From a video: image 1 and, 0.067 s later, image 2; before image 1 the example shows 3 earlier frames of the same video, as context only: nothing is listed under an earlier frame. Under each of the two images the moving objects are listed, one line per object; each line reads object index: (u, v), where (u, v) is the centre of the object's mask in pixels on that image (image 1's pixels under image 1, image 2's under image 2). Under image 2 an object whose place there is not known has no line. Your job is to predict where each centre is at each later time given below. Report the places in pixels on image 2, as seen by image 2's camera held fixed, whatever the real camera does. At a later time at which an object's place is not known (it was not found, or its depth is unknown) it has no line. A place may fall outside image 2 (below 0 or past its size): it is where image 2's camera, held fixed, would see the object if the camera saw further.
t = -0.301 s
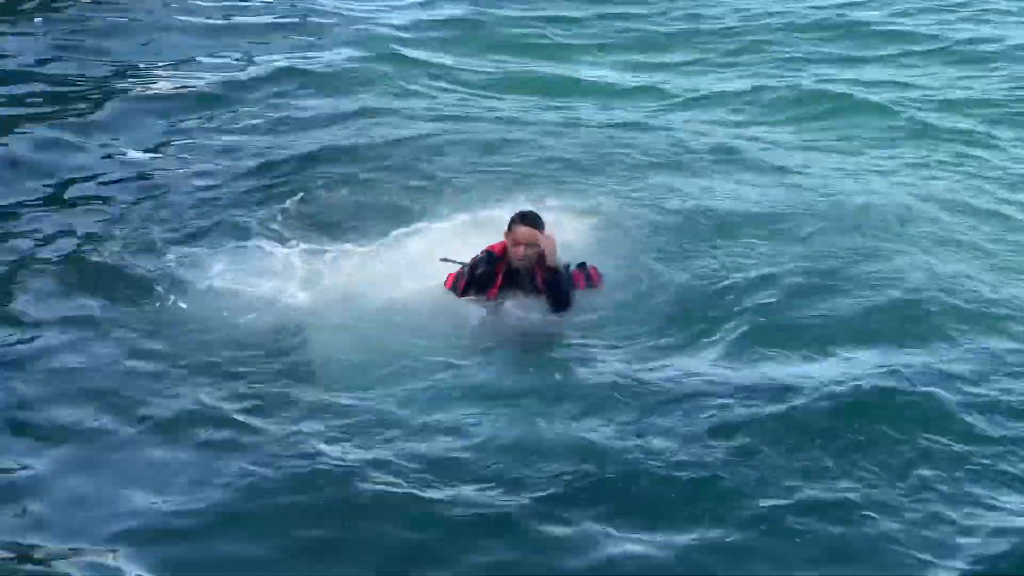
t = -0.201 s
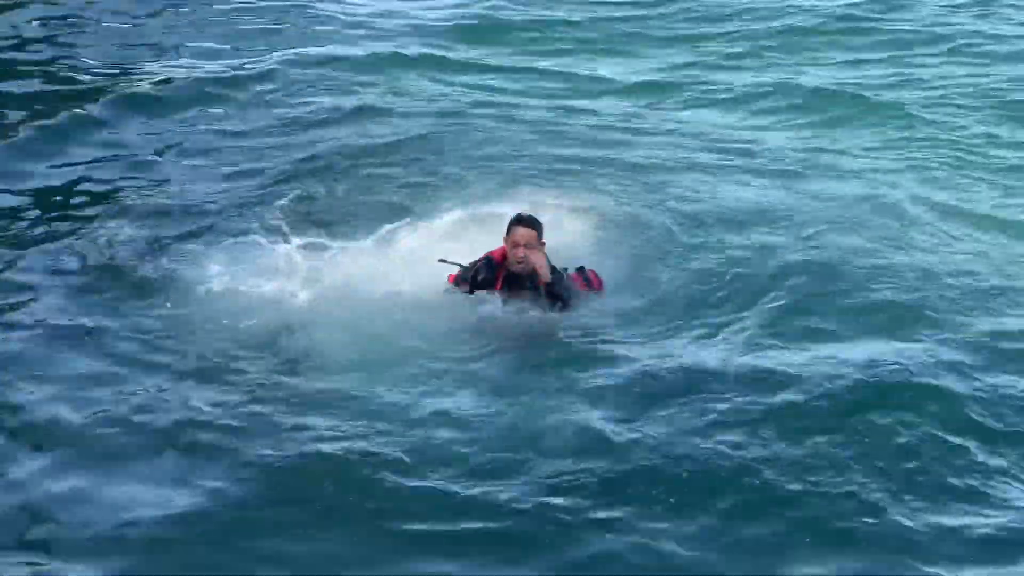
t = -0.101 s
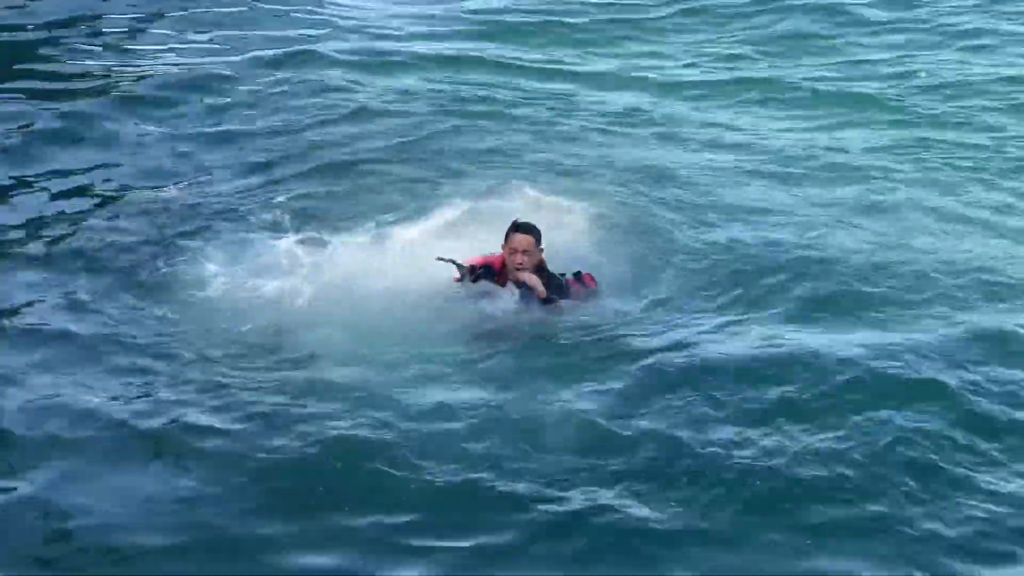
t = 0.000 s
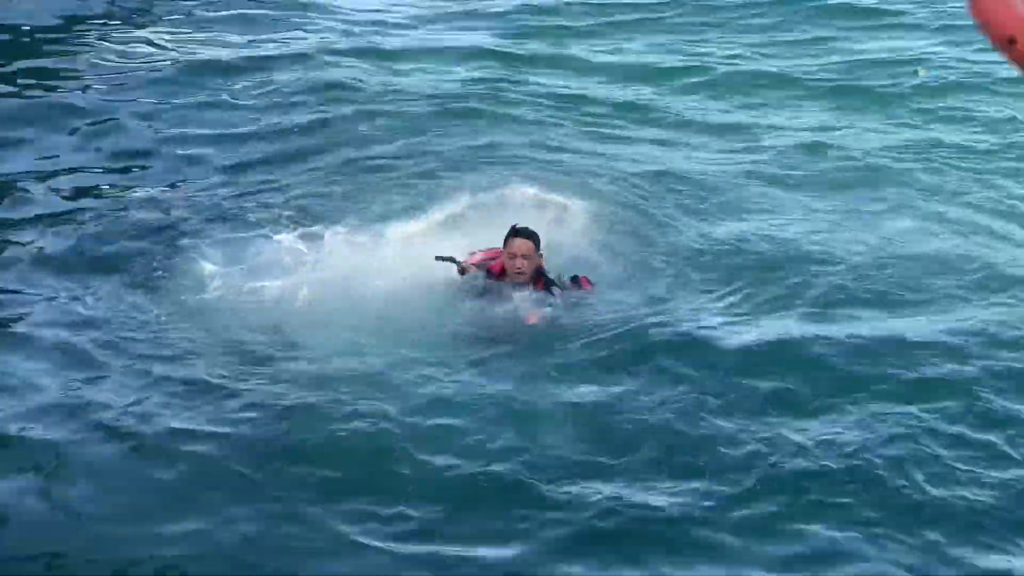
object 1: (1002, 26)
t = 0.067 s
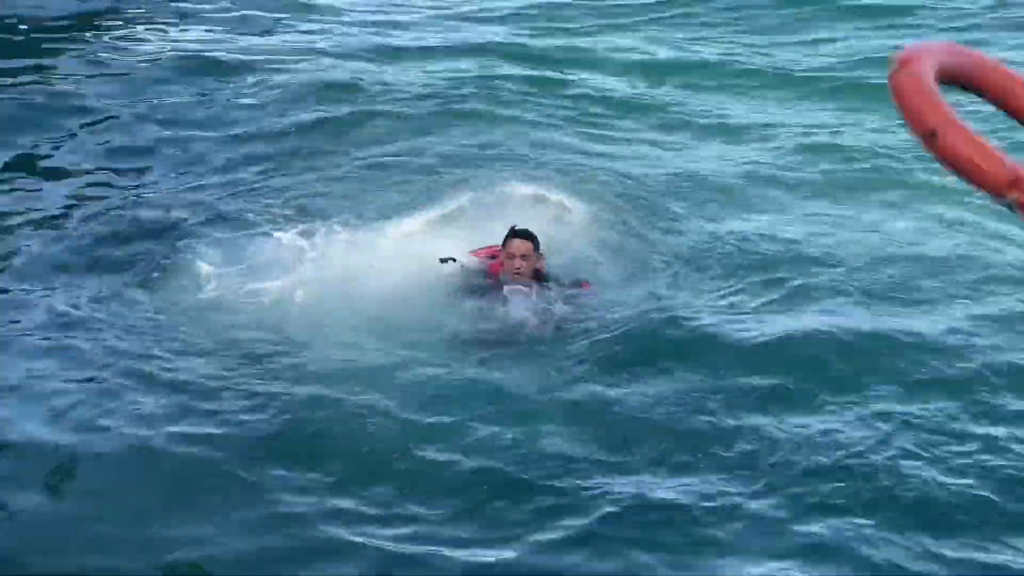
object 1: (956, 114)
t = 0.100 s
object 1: (934, 175)
